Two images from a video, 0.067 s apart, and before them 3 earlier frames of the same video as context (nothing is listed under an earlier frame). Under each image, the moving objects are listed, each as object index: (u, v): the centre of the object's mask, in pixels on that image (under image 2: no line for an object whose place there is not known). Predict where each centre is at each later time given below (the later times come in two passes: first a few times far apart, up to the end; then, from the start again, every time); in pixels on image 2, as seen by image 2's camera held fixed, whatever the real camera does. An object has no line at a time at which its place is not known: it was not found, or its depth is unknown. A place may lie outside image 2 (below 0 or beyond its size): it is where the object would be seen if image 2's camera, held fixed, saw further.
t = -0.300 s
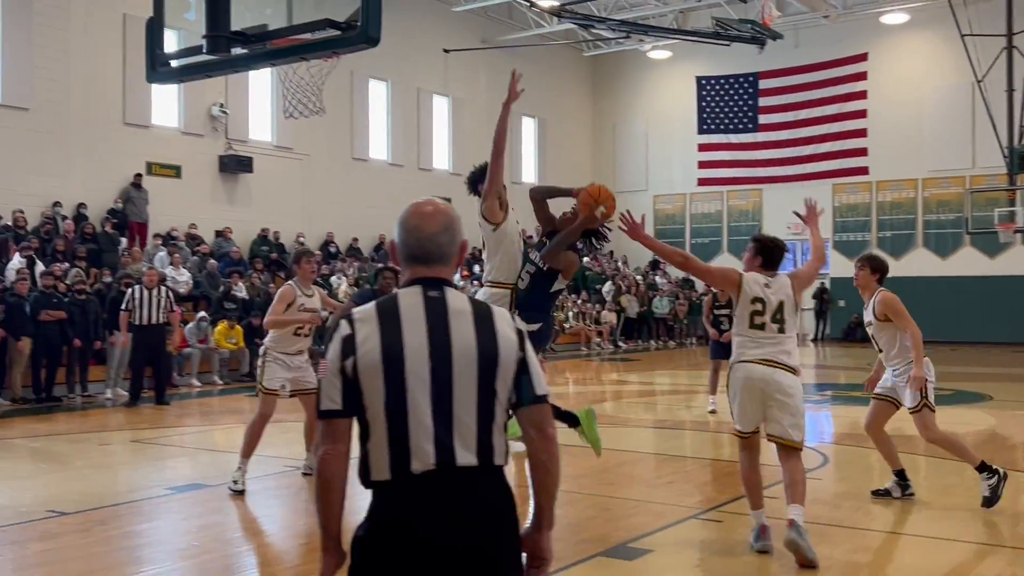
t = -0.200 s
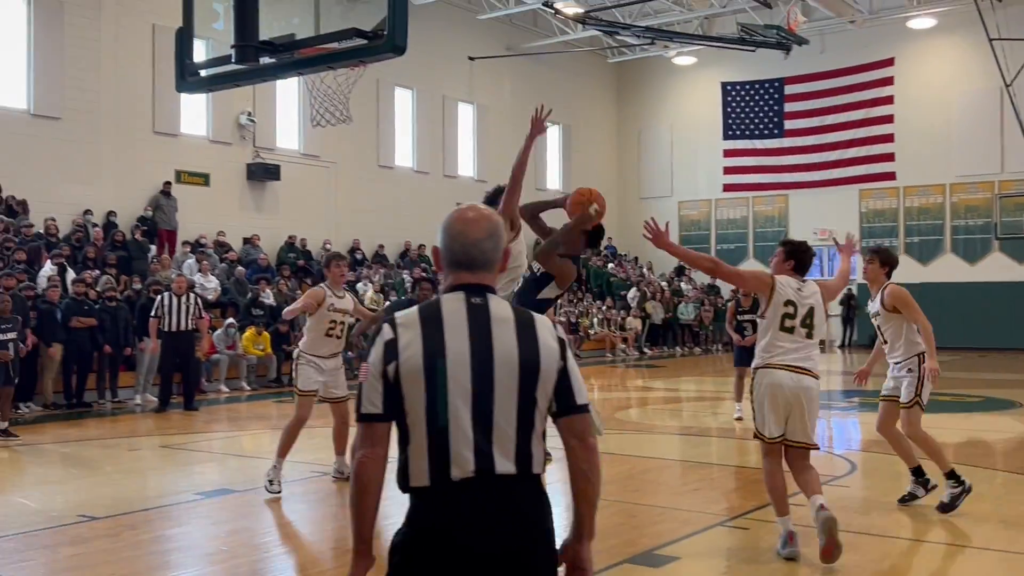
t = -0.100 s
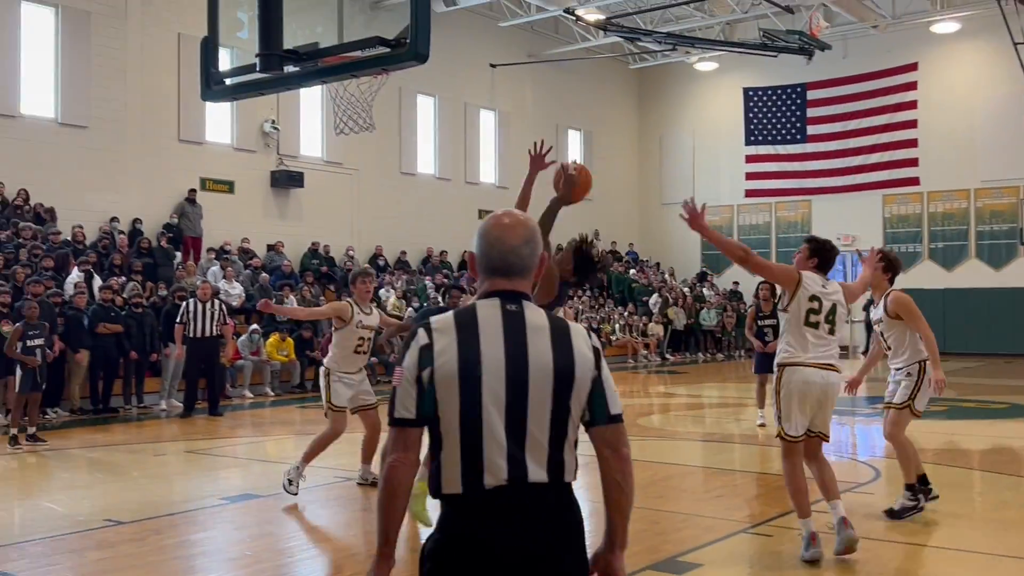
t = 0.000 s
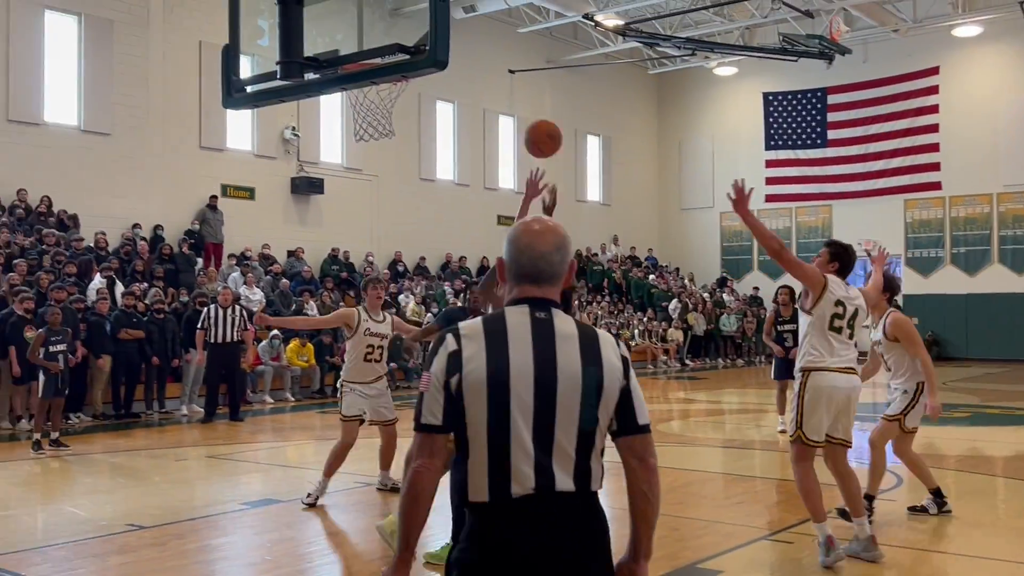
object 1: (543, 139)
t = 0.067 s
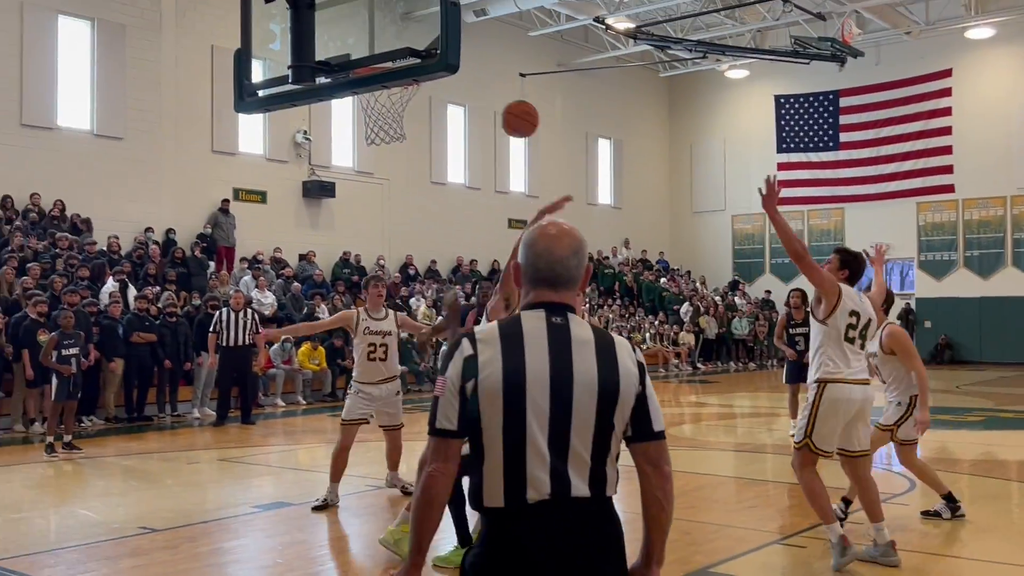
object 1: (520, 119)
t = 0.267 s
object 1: (426, 97)
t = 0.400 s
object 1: (410, 149)
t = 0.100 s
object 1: (502, 110)
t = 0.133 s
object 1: (485, 103)
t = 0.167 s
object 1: (469, 98)
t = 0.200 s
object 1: (452, 94)
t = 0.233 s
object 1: (437, 94)
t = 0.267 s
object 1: (426, 97)
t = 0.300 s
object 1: (421, 107)
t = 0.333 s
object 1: (418, 120)
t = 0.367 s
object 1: (414, 133)
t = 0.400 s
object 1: (410, 149)
